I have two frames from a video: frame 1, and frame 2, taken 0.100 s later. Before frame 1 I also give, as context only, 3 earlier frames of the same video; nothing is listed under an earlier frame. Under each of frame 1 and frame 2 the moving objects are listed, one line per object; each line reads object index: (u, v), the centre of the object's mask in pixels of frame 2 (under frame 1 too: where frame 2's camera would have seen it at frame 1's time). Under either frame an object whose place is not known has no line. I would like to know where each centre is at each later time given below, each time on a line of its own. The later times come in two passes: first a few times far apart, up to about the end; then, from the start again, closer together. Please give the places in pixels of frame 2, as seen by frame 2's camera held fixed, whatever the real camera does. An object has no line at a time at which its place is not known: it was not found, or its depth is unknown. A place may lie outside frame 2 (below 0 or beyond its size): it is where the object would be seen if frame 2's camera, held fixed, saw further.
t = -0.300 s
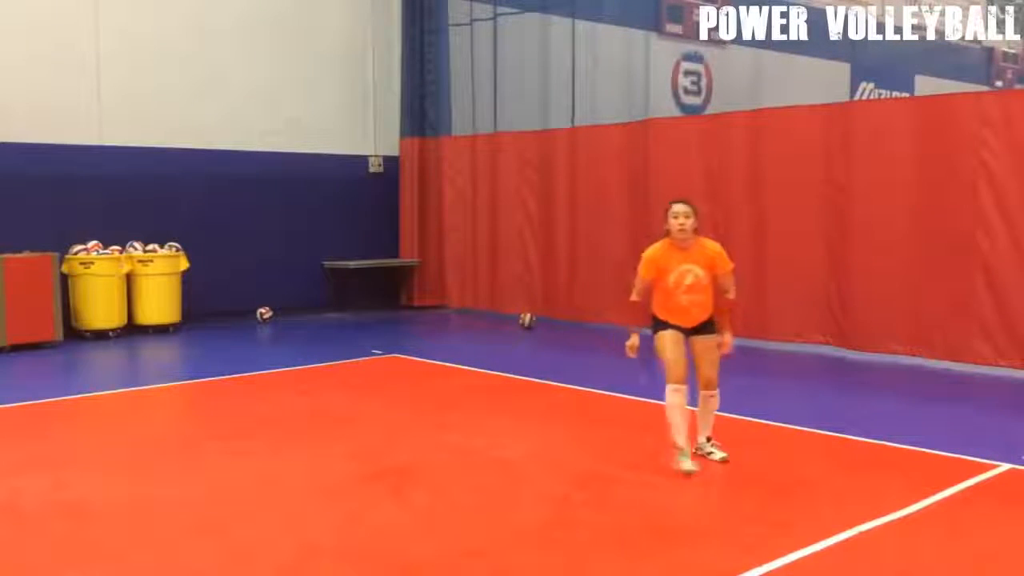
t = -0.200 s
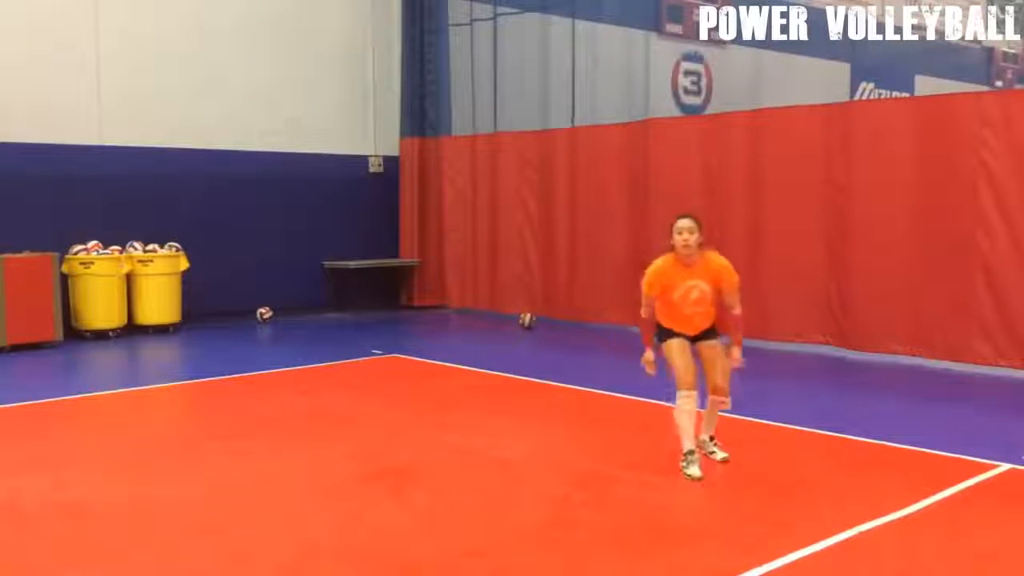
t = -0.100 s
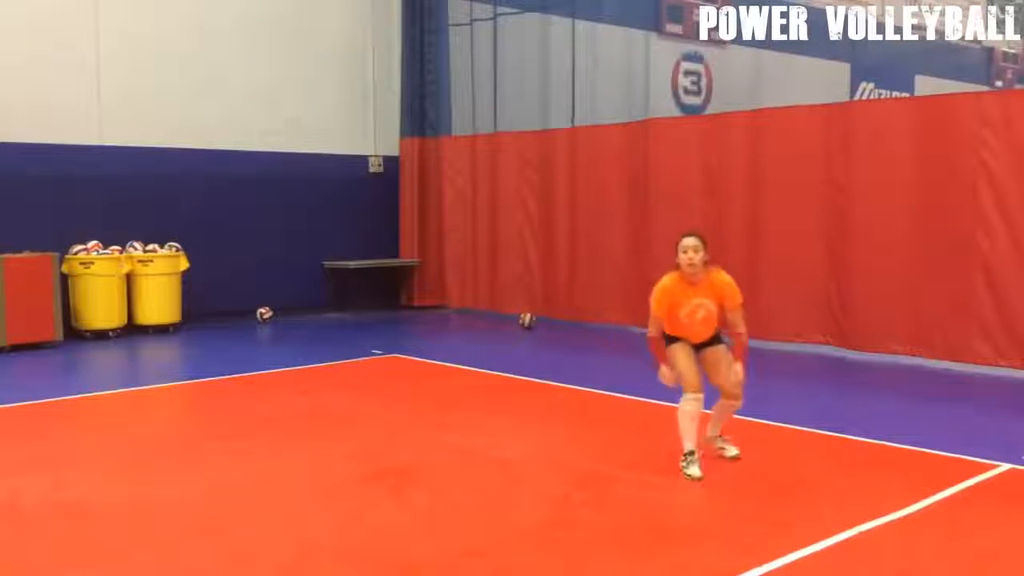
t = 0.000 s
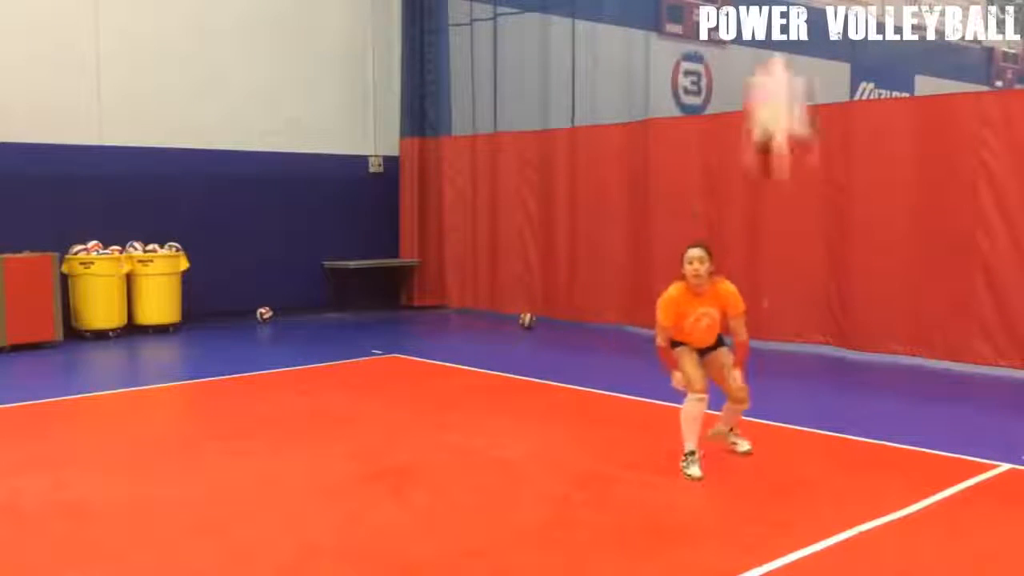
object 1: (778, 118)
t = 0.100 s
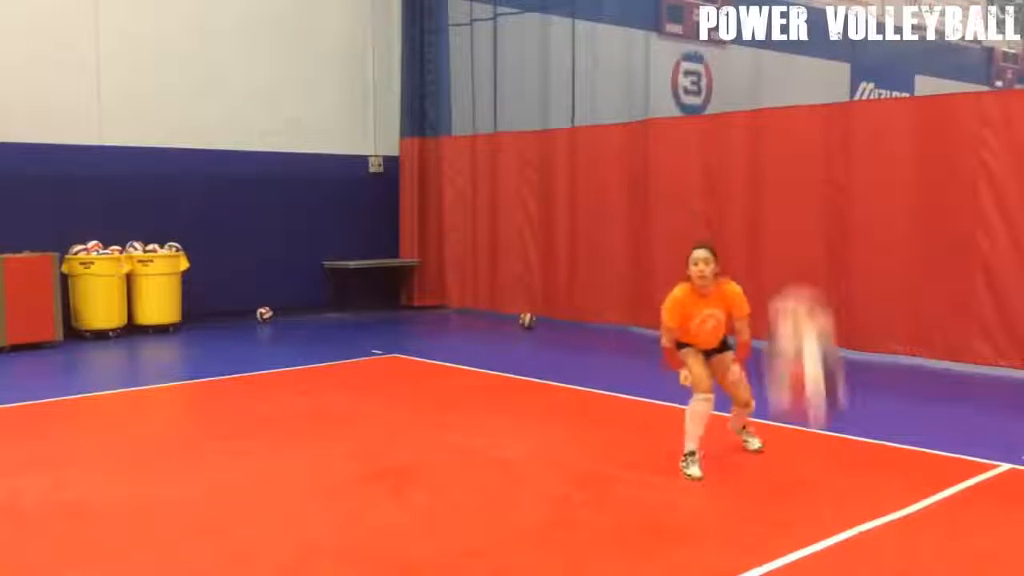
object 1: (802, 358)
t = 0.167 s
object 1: (820, 536)
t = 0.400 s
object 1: (843, 486)
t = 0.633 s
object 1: (846, 270)
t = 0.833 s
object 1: (844, 237)
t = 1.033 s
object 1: (840, 340)
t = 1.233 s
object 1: (836, 552)
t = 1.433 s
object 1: (836, 548)
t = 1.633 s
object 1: (838, 465)
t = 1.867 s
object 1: (839, 506)
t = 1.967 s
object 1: (839, 562)
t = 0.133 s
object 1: (810, 454)
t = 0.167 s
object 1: (820, 536)
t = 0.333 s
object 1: (845, 561)
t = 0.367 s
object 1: (843, 535)
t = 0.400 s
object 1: (843, 486)
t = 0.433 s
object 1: (846, 442)
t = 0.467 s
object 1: (847, 404)
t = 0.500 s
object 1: (845, 374)
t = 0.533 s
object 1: (845, 342)
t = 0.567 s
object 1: (845, 314)
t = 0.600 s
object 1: (845, 290)
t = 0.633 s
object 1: (846, 270)
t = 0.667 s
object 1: (846, 256)
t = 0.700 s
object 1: (846, 244)
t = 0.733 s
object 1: (846, 236)
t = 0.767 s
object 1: (846, 235)
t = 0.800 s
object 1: (845, 235)
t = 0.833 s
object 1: (844, 237)
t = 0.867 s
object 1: (844, 244)
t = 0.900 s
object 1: (843, 256)
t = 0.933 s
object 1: (842, 271)
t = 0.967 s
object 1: (842, 290)
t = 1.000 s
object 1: (841, 314)
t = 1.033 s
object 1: (840, 340)
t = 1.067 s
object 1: (838, 368)
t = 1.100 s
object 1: (838, 399)
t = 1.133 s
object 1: (837, 433)
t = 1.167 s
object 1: (834, 474)
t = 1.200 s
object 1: (834, 517)
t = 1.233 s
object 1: (836, 552)
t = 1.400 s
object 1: (841, 562)
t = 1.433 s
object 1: (836, 548)
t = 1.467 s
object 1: (837, 526)
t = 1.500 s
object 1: (837, 507)
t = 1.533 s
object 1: (837, 492)
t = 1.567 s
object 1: (836, 479)
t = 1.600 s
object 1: (837, 470)
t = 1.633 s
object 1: (838, 465)
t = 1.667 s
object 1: (838, 461)
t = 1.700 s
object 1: (838, 461)
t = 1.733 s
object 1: (839, 463)
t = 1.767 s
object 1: (839, 468)
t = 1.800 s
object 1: (839, 476)
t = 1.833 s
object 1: (838, 488)
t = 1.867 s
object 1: (839, 506)
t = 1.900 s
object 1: (839, 523)
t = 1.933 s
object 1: (839, 547)
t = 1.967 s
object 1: (839, 562)
